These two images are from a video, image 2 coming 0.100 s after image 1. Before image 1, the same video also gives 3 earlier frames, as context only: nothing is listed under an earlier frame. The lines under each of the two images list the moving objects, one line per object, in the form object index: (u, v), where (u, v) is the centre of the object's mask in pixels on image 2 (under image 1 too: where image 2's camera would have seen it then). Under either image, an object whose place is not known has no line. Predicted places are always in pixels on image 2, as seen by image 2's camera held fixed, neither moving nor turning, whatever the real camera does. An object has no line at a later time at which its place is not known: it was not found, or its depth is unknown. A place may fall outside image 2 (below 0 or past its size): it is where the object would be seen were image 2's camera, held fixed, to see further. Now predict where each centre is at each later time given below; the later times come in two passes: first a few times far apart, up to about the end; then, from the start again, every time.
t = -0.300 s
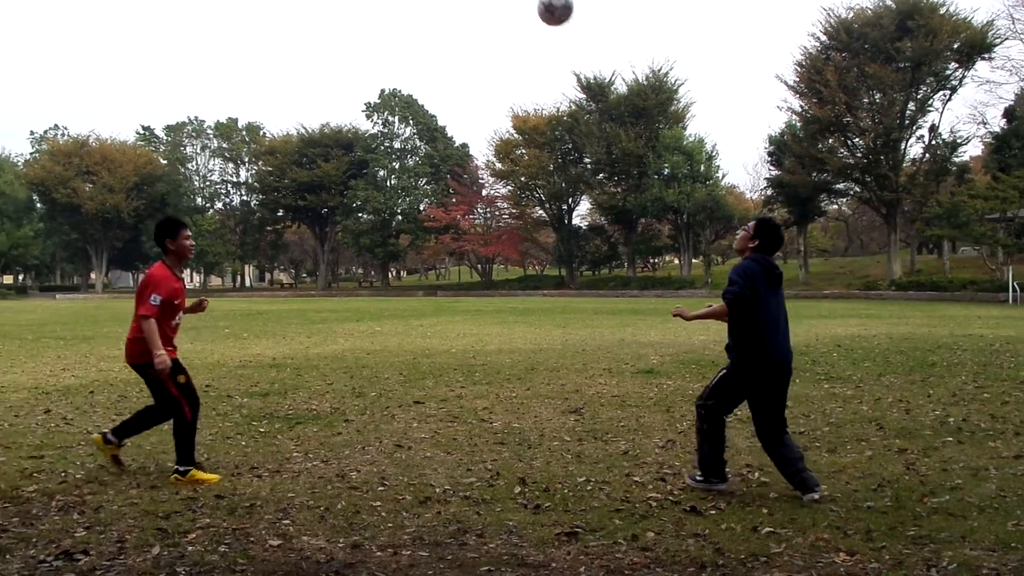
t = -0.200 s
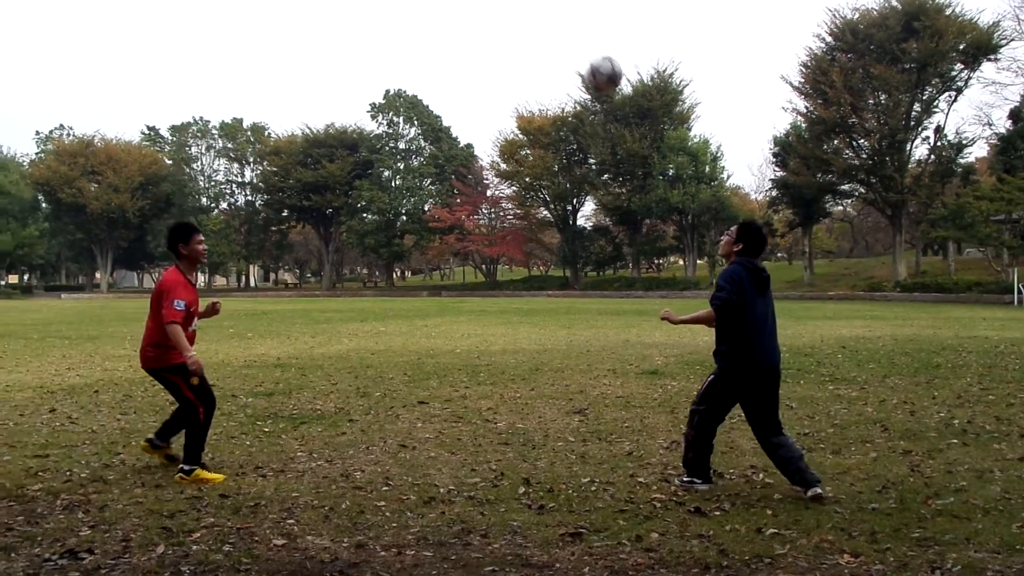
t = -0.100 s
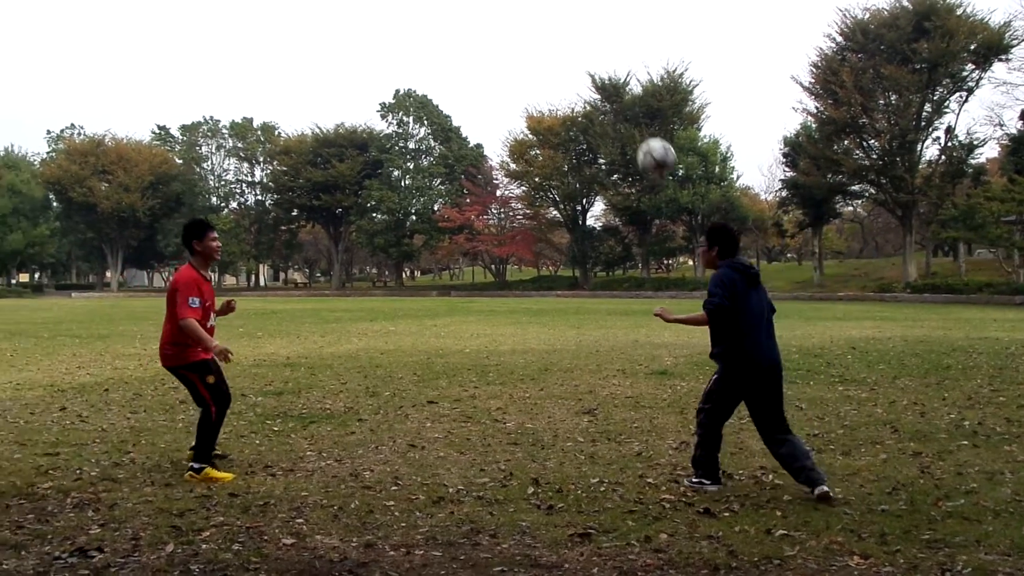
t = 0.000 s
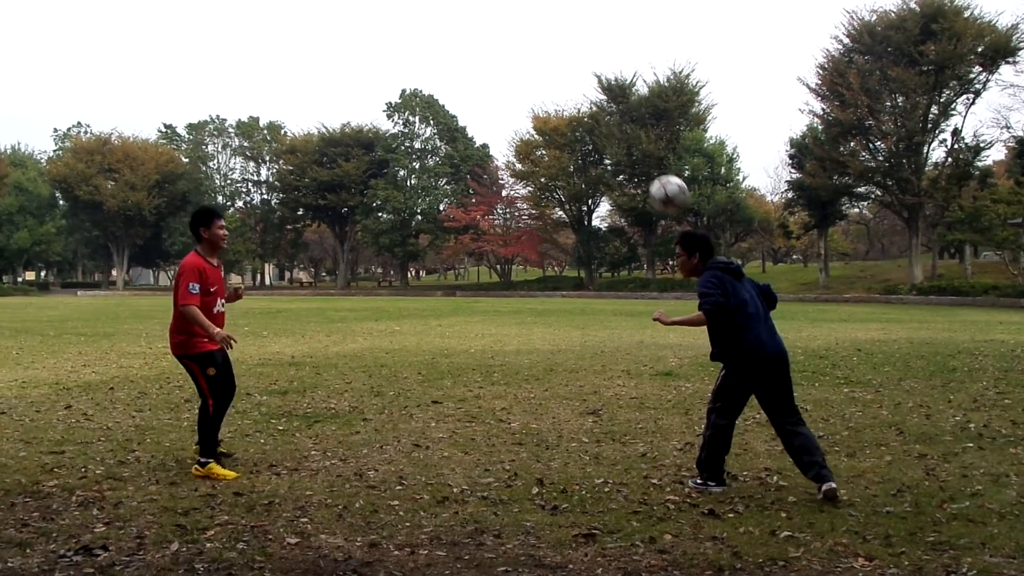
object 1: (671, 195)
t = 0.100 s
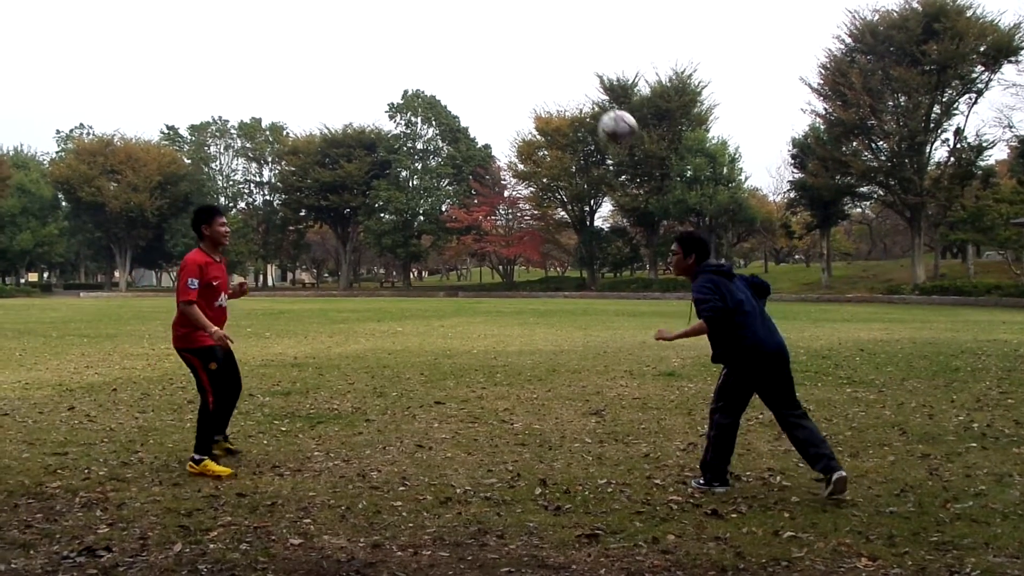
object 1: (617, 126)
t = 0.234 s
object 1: (547, 68)
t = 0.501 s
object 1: (405, 34)
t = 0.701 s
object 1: (301, 92)
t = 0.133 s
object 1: (601, 112)
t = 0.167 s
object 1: (582, 96)
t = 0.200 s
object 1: (564, 81)
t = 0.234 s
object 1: (547, 68)
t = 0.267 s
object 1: (529, 57)
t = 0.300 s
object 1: (512, 48)
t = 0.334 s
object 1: (494, 41)
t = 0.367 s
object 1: (476, 36)
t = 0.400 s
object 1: (458, 33)
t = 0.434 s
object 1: (440, 32)
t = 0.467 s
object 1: (423, 32)
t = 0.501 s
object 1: (405, 34)
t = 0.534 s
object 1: (388, 39)
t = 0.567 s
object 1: (371, 45)
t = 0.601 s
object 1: (353, 54)
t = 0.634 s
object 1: (335, 65)
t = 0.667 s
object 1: (316, 78)
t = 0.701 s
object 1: (301, 92)
